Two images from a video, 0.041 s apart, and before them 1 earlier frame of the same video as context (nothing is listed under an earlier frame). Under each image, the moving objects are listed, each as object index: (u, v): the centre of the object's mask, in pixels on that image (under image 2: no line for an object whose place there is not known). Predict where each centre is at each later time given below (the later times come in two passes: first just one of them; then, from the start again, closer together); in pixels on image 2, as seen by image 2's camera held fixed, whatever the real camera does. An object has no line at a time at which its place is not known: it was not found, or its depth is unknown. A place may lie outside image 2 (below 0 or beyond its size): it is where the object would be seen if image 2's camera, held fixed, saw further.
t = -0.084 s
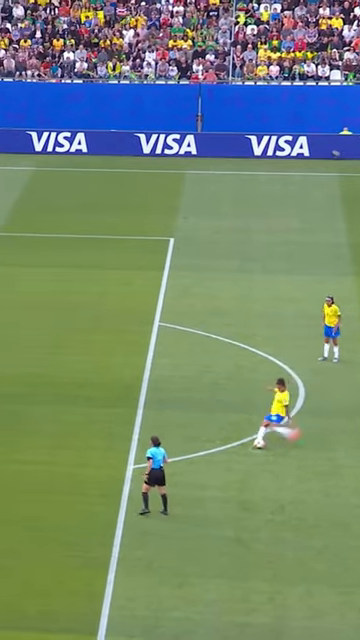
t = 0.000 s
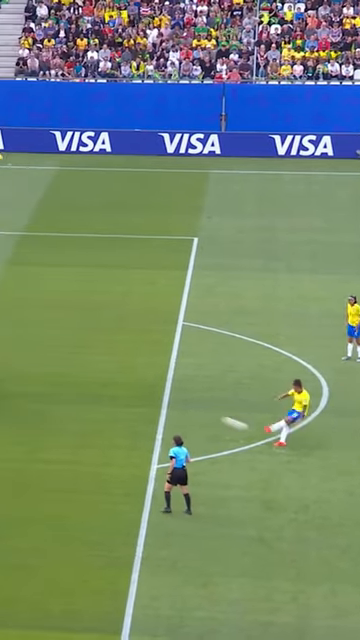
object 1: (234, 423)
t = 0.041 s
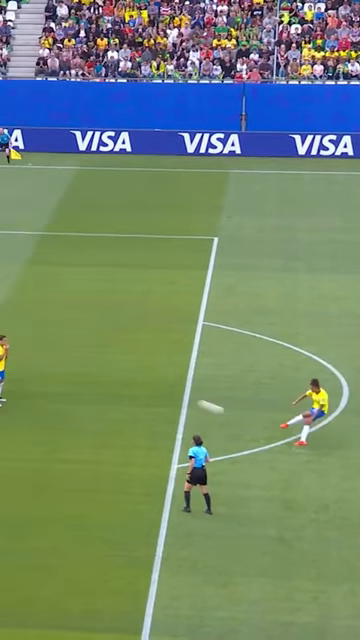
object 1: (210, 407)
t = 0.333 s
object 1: (-62, 319)
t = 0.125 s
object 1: (127, 377)
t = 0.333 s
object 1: (-62, 319)
